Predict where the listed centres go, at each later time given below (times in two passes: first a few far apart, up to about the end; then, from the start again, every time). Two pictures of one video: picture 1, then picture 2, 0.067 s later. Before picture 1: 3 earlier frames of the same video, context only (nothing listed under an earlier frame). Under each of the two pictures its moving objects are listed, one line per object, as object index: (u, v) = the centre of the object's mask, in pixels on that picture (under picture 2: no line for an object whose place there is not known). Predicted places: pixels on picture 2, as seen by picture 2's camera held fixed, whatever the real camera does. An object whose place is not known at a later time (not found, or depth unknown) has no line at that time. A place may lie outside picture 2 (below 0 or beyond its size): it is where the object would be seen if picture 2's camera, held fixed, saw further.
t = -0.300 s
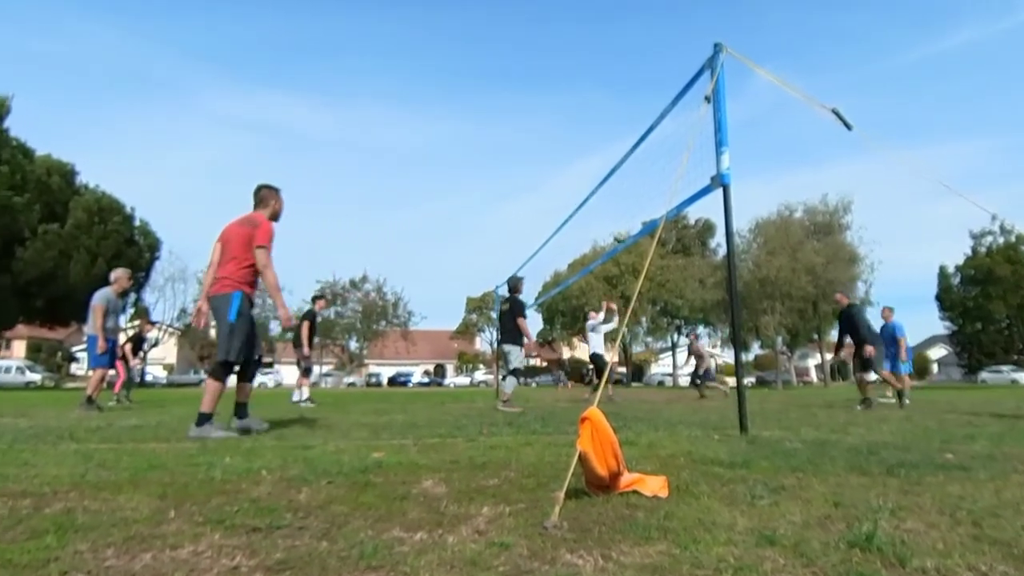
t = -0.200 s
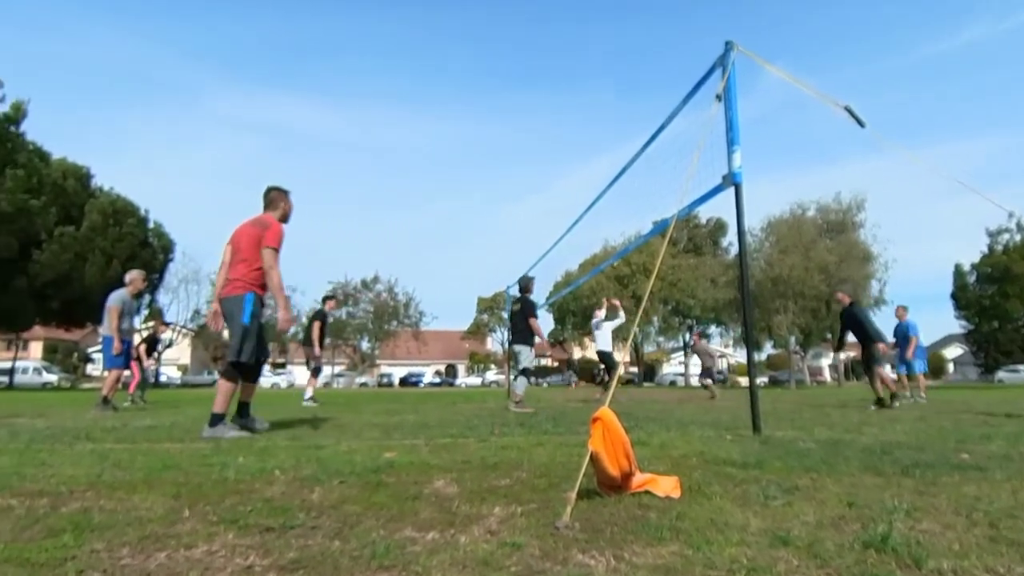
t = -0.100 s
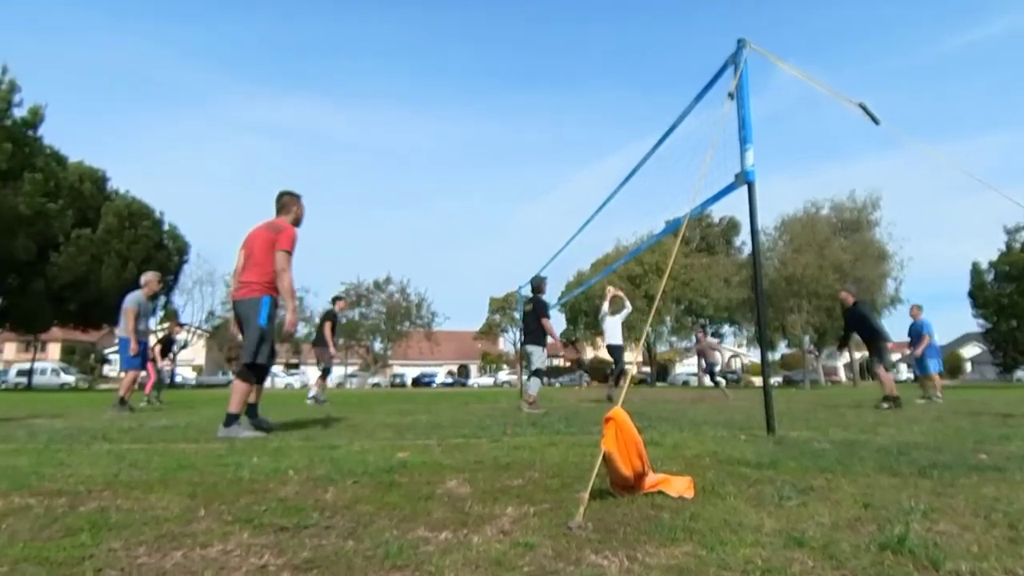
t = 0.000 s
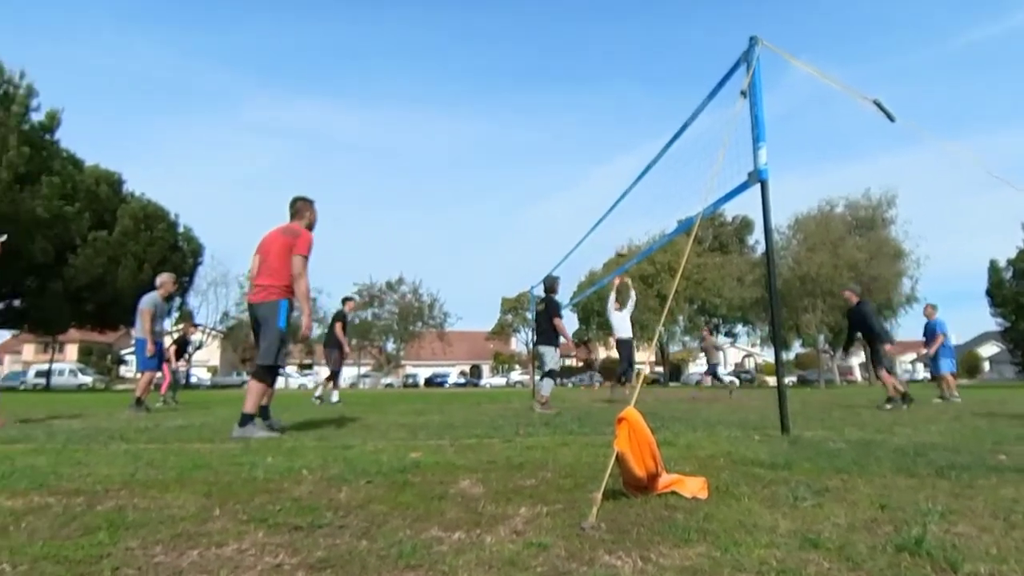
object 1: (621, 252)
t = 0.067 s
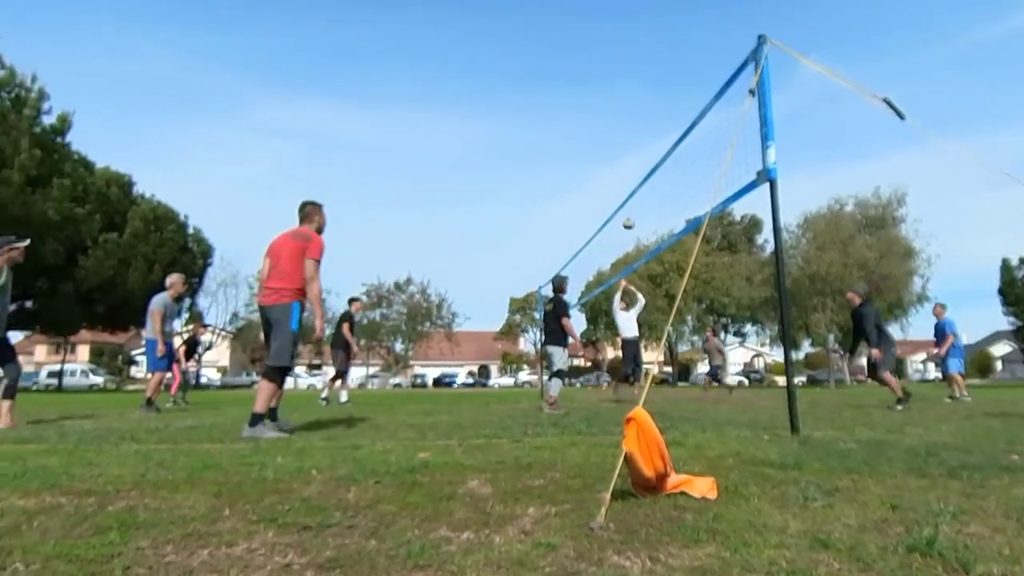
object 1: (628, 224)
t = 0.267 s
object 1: (626, 157)
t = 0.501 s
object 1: (624, 109)
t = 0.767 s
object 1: (625, 92)
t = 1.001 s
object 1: (627, 111)
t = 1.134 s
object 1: (629, 137)
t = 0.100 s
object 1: (628, 211)
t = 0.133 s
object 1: (627, 199)
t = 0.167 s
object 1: (627, 187)
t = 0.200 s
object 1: (626, 177)
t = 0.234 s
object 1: (626, 167)
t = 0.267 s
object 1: (626, 157)
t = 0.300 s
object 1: (626, 148)
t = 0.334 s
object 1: (625, 141)
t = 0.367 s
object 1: (625, 133)
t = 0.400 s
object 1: (624, 125)
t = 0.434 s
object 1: (625, 120)
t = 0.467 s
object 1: (624, 114)
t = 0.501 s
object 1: (624, 109)
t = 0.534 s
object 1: (624, 104)
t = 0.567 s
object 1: (624, 101)
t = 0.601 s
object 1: (624, 98)
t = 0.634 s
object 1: (624, 95)
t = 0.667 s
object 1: (625, 93)
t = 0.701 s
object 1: (625, 92)
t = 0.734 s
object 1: (625, 92)
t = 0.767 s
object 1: (625, 92)
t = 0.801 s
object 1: (625, 92)
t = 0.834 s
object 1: (625, 93)
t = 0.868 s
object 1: (626, 95)
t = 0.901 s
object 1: (626, 98)
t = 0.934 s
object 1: (627, 101)
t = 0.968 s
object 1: (627, 106)
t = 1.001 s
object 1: (627, 111)
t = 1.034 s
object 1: (628, 116)
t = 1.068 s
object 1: (629, 122)
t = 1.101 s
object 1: (629, 129)
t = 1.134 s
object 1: (629, 137)
